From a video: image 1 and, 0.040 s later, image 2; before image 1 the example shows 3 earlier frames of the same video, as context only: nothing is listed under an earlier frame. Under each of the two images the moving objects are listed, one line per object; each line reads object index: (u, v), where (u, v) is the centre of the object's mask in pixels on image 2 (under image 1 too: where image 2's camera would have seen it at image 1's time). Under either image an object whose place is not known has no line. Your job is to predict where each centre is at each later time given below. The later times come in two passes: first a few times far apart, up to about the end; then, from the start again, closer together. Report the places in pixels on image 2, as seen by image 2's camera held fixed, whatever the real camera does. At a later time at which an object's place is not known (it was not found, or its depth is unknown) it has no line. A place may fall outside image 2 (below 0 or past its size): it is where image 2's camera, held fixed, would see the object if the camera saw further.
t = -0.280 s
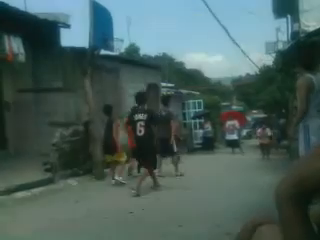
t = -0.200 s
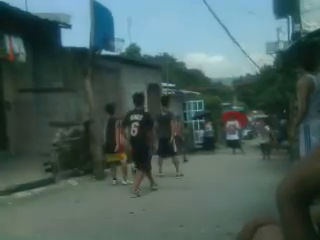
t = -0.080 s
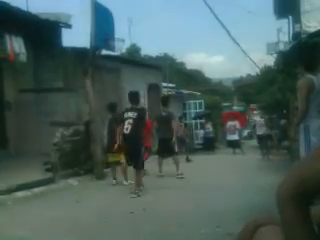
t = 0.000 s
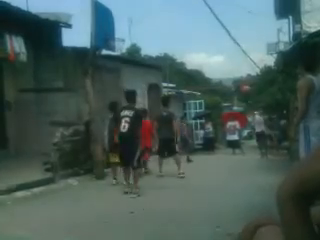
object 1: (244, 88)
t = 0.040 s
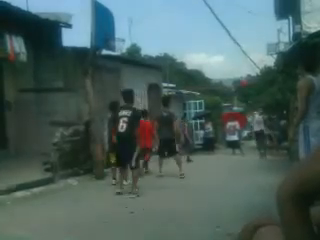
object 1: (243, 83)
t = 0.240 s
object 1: (221, 42)
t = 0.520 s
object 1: (192, 7)
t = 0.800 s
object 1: (159, 3)
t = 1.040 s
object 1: (128, 28)
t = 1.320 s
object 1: (130, 15)
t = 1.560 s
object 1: (140, 18)
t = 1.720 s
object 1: (147, 35)
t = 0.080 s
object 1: (238, 73)
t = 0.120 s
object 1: (233, 62)
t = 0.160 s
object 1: (229, 56)
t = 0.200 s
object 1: (225, 49)
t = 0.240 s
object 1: (221, 42)
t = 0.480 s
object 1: (197, 11)
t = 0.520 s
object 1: (192, 7)
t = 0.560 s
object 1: (187, 4)
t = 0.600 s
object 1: (183, 3)
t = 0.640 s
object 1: (178, 2)
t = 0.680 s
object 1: (174, 2)
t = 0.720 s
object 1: (169, 2)
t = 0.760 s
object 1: (164, 2)
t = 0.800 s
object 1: (159, 3)
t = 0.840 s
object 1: (154, 4)
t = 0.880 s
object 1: (149, 6)
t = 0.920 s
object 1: (144, 11)
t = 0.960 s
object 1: (138, 16)
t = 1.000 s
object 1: (133, 21)
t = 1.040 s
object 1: (128, 28)
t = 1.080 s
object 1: (122, 36)
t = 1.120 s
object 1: (122, 34)
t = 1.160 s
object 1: (124, 28)
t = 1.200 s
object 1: (126, 24)
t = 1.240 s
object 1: (127, 20)
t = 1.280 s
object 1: (129, 17)
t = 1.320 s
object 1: (130, 15)
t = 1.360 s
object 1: (132, 13)
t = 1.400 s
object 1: (133, 13)
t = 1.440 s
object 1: (135, 13)
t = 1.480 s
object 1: (137, 14)
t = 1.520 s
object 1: (138, 16)
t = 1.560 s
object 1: (140, 18)
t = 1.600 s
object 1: (142, 21)
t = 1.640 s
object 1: (143, 25)
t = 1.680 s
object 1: (145, 30)
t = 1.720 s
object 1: (147, 35)
